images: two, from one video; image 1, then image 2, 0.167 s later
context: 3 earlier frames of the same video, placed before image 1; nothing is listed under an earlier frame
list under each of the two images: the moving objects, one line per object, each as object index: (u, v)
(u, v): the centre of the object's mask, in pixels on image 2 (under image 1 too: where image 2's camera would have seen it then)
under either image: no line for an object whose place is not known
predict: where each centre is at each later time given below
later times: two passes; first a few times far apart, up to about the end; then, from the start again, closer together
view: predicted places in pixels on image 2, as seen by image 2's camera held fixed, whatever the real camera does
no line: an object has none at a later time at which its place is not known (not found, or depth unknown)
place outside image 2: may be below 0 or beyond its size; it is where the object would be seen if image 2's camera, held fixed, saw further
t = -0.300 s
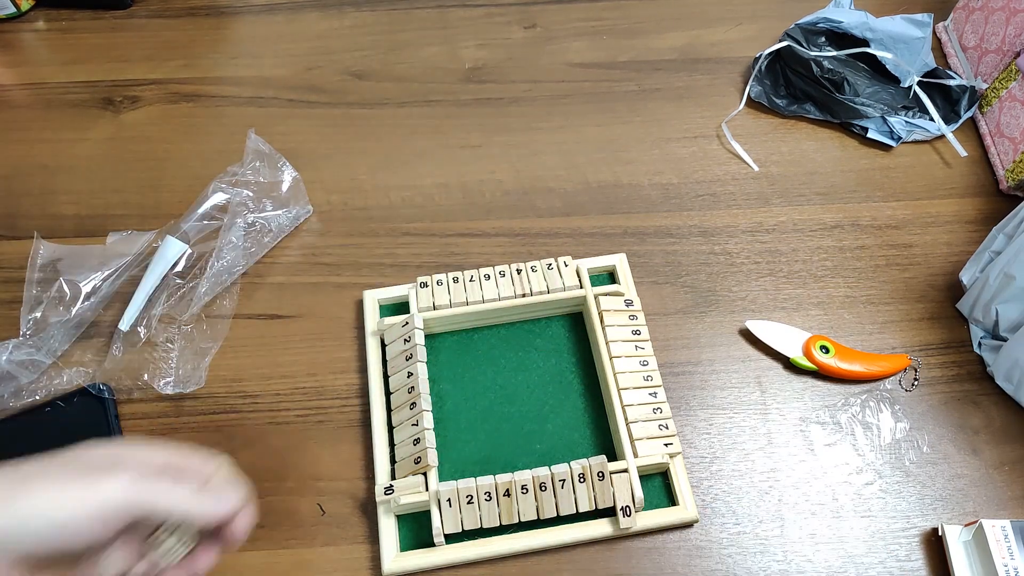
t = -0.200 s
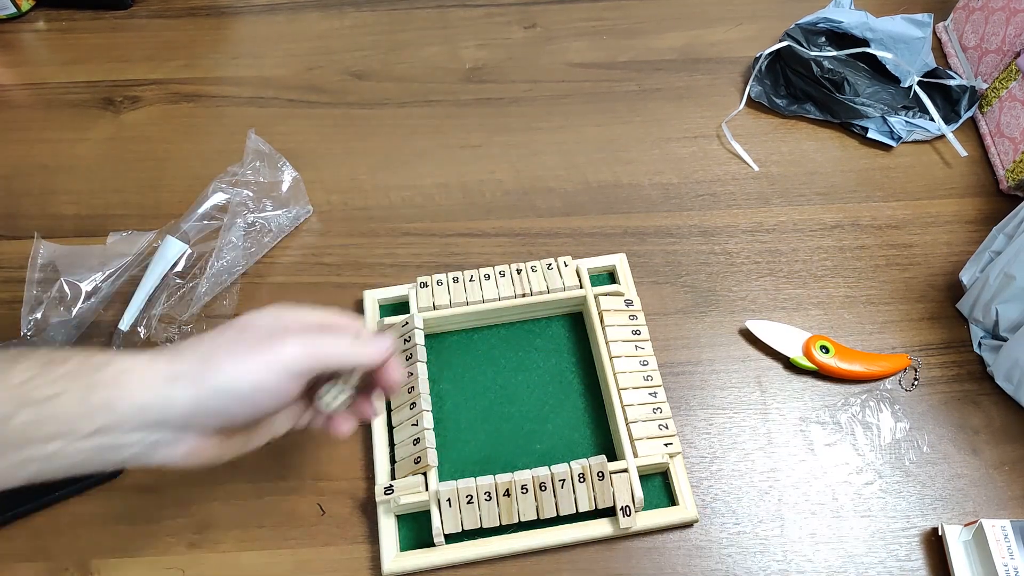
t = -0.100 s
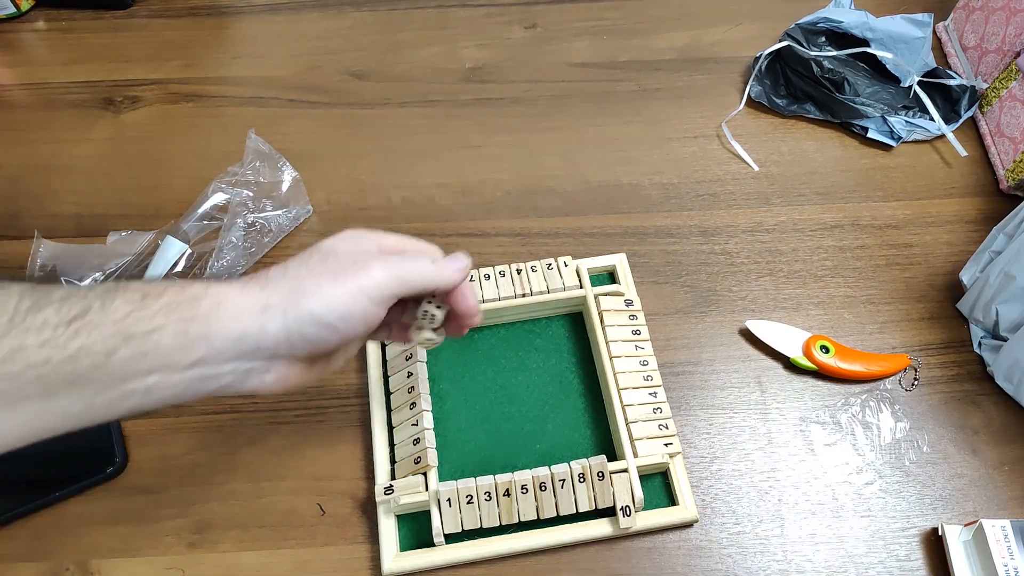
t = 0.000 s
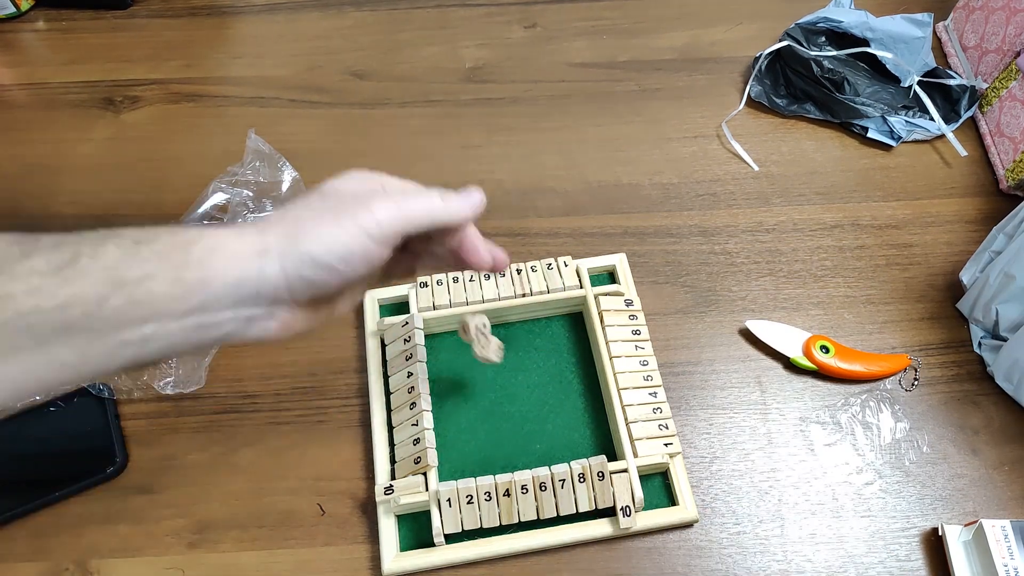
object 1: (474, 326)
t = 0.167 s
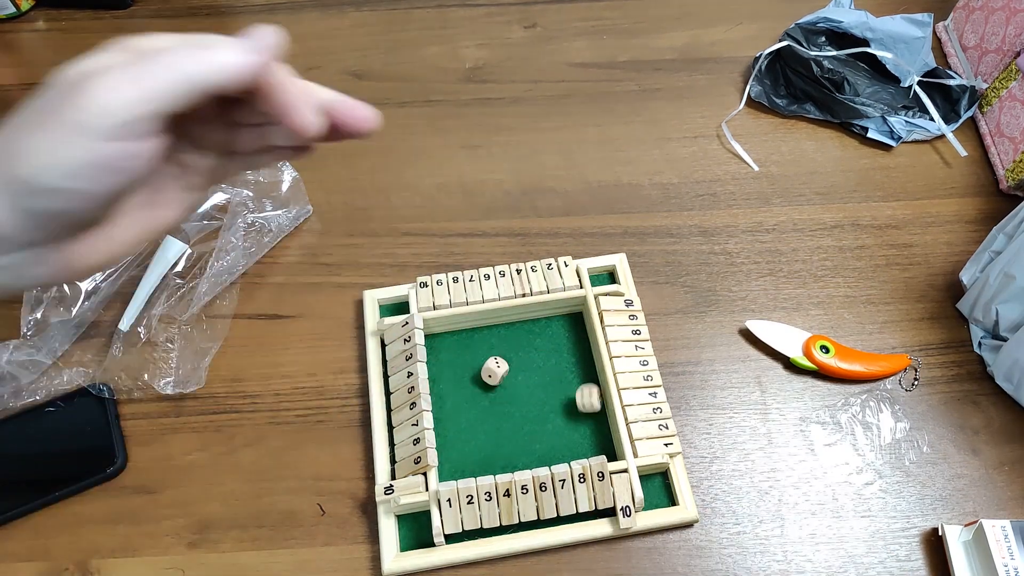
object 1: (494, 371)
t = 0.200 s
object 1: (493, 367)
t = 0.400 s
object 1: (483, 365)
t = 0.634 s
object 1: (473, 357)
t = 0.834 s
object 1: (473, 357)
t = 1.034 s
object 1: (473, 357)
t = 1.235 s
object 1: (473, 357)
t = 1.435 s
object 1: (473, 357)
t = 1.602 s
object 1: (473, 357)
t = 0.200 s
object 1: (493, 367)
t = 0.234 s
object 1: (493, 367)
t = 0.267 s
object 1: (491, 365)
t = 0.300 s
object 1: (489, 365)
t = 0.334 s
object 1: (487, 365)
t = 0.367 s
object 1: (485, 365)
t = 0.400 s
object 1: (483, 365)
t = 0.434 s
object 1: (480, 364)
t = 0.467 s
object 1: (476, 362)
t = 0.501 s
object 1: (474, 358)
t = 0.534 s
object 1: (473, 357)
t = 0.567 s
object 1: (472, 357)
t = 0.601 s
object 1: (473, 357)
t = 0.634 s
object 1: (473, 357)
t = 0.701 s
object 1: (473, 357)
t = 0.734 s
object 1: (473, 357)
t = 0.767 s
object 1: (473, 357)
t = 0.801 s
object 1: (473, 357)
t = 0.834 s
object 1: (473, 357)
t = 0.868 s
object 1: (473, 357)
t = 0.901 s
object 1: (473, 357)
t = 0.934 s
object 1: (473, 357)
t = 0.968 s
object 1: (473, 357)
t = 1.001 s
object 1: (473, 357)
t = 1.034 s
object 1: (473, 357)
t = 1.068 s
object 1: (473, 357)
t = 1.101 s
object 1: (473, 357)
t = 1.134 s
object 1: (473, 357)
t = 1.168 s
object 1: (473, 357)
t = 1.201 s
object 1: (473, 357)
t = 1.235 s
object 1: (473, 357)
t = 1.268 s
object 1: (473, 357)
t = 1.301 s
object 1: (473, 357)
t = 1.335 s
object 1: (473, 357)
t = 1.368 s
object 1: (473, 357)
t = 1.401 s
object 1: (473, 357)
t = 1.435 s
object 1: (473, 357)
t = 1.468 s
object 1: (473, 357)
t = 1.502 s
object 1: (473, 357)
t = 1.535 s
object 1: (473, 357)
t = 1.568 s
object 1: (473, 357)
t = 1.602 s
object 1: (473, 357)
